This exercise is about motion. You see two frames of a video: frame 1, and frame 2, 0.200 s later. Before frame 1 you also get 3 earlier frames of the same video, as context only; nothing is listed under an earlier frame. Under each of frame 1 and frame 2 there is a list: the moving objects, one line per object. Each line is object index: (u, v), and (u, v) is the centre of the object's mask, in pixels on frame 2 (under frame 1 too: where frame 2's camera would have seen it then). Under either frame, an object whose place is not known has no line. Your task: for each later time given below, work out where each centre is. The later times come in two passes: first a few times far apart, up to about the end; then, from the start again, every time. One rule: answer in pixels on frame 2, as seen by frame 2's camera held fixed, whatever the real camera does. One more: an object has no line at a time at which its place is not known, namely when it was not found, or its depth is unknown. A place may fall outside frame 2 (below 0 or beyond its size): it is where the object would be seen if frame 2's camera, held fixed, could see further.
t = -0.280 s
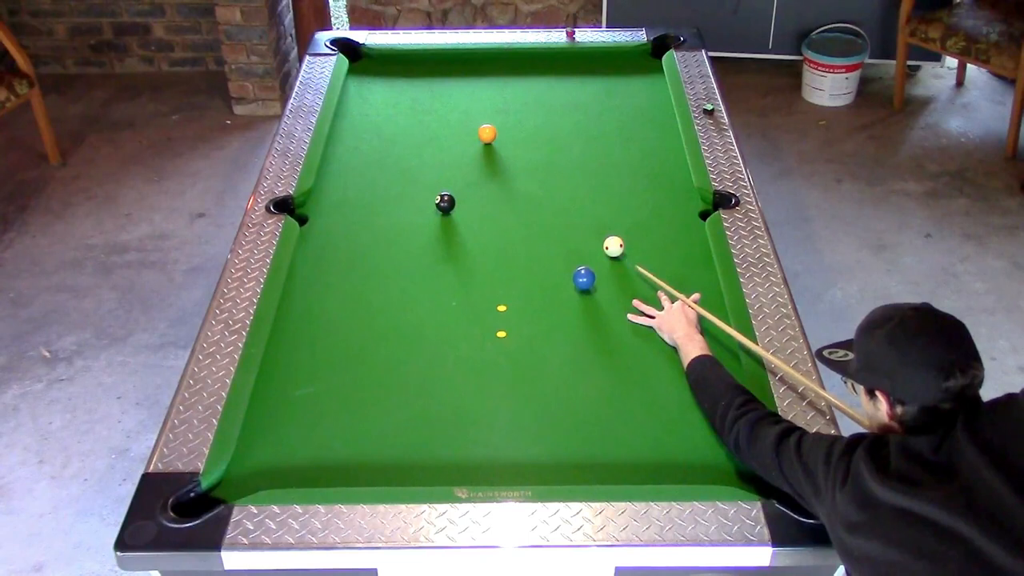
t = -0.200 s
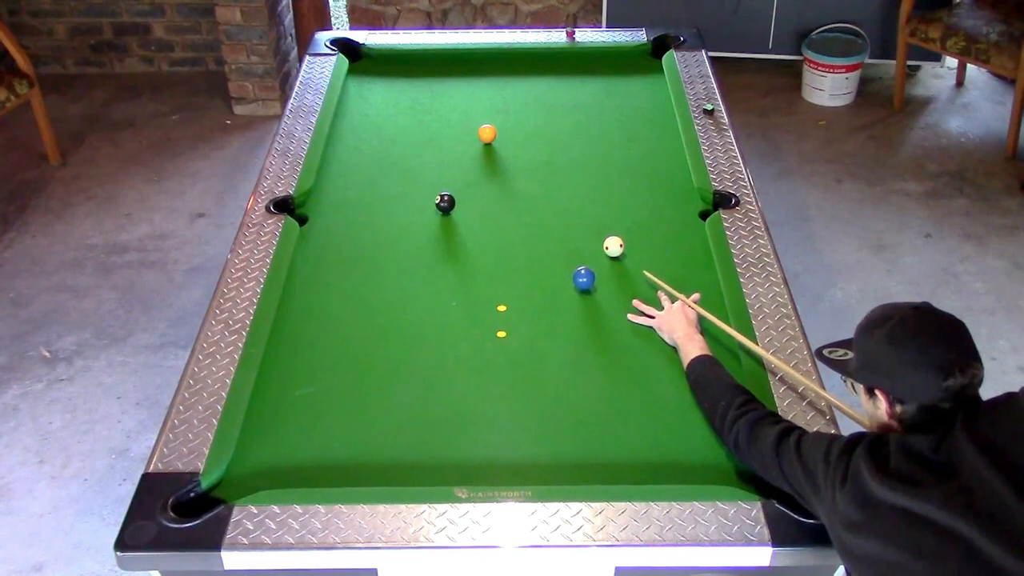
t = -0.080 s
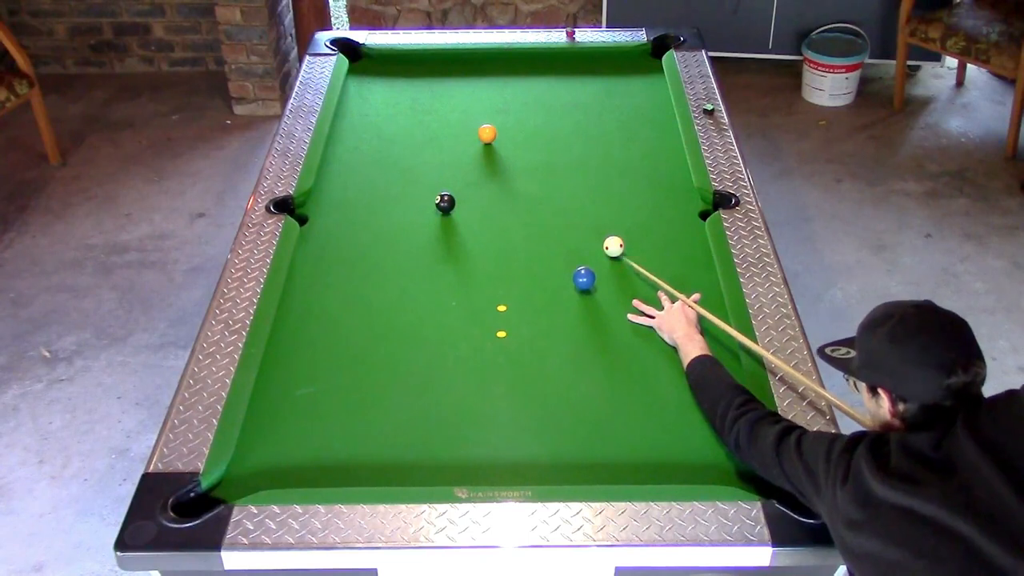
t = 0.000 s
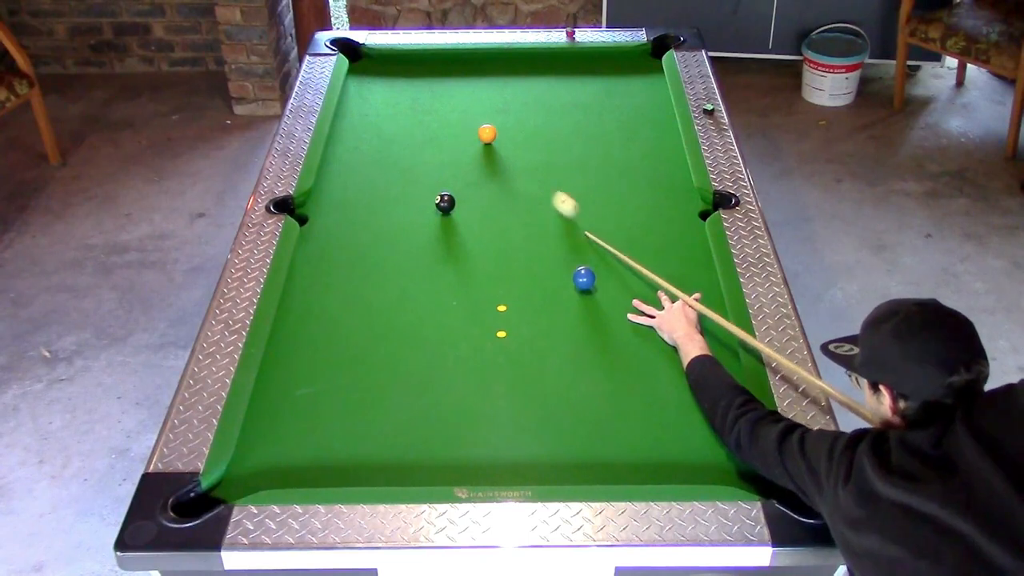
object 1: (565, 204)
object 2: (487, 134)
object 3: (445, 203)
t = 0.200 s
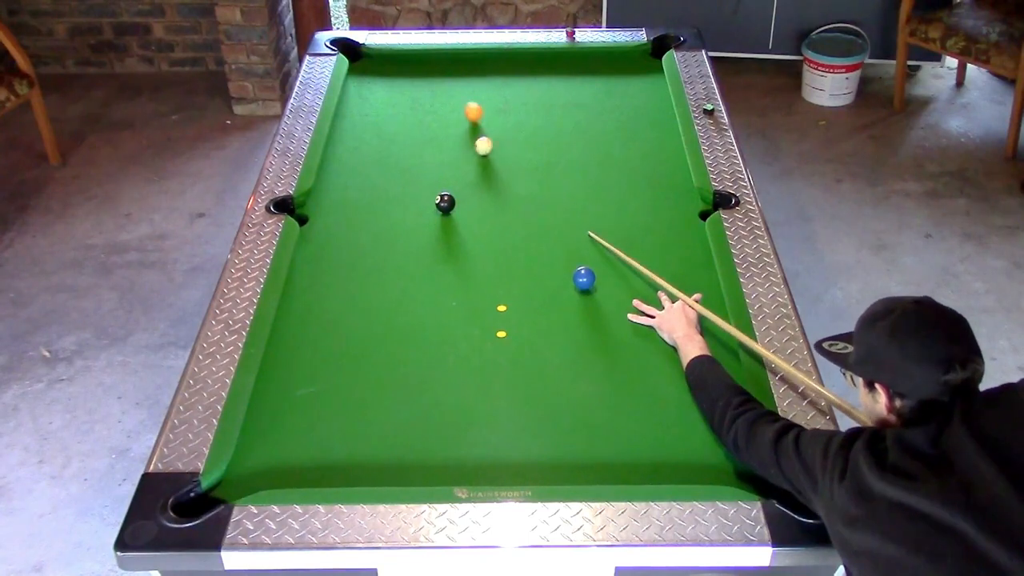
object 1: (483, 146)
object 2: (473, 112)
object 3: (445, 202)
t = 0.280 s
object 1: (478, 152)
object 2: (459, 89)
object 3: (445, 202)
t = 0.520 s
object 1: (467, 173)
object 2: (424, 68)
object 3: (445, 202)
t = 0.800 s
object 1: (458, 195)
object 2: (381, 109)
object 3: (442, 205)
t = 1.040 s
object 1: (464, 201)
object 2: (340, 146)
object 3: (430, 215)
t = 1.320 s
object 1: (469, 206)
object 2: (339, 187)
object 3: (418, 225)
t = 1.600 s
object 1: (473, 209)
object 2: (348, 230)
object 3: (407, 233)
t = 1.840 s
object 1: (476, 210)
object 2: (356, 270)
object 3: (399, 240)
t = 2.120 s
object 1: (476, 211)
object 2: (367, 319)
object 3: (393, 245)
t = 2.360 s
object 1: (476, 211)
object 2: (377, 363)
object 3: (389, 248)
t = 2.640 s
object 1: (476, 211)
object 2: (390, 419)
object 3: (387, 250)
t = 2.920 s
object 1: (476, 211)
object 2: (403, 475)
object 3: (387, 250)
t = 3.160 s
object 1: (476, 211)
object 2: (422, 451)
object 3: (388, 250)
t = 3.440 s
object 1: (476, 210)
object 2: (441, 417)
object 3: (387, 250)
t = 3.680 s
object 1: (476, 210)
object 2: (456, 391)
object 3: (388, 250)
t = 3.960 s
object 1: (476, 211)
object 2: (471, 366)
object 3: (387, 250)
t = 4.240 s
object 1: (476, 211)
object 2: (483, 345)
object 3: (388, 250)
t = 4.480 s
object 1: (476, 210)
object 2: (493, 329)
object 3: (388, 250)
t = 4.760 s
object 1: (476, 210)
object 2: (502, 313)
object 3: (388, 250)
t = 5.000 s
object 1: (476, 210)
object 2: (508, 302)
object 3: (387, 250)
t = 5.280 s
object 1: (476, 210)
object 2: (514, 292)
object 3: (388, 250)
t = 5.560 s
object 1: (476, 210)
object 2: (518, 283)
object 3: (388, 250)
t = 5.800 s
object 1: (476, 210)
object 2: (521, 278)
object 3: (388, 249)
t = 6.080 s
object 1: (476, 210)
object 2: (522, 274)
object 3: (388, 250)
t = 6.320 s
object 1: (476, 210)
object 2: (521, 273)
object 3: (388, 250)
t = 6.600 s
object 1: (476, 210)
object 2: (521, 273)
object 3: (388, 249)
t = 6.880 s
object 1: (476, 210)
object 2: (521, 273)
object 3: (388, 250)
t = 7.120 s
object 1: (476, 210)
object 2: (521, 274)
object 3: (388, 249)
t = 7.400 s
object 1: (476, 210)
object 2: (521, 274)
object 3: (388, 249)
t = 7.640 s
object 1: (476, 210)
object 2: (521, 273)
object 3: (388, 249)
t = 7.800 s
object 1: (476, 210)
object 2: (521, 273)
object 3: (388, 250)
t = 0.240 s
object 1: (480, 149)
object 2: (466, 100)
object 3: (445, 202)
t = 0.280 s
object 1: (478, 152)
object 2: (459, 89)
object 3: (445, 202)
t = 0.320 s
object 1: (476, 156)
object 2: (452, 79)
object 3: (445, 202)
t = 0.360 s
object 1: (474, 159)
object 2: (446, 71)
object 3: (445, 202)
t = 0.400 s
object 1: (472, 163)
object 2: (441, 62)
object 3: (445, 202)
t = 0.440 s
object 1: (471, 166)
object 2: (436, 55)
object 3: (445, 203)
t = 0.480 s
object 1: (469, 170)
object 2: (430, 61)
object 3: (445, 202)
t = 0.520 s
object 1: (467, 173)
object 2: (424, 68)
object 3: (445, 202)
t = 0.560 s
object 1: (465, 177)
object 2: (418, 73)
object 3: (445, 202)
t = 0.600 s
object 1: (463, 181)
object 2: (412, 79)
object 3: (445, 202)
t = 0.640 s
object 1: (462, 184)
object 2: (406, 85)
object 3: (445, 202)
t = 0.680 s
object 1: (460, 187)
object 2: (400, 91)
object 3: (445, 202)
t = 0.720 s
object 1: (459, 191)
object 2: (394, 97)
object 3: (445, 202)
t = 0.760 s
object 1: (458, 194)
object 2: (387, 103)
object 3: (444, 203)
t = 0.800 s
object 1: (458, 195)
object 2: (381, 109)
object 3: (442, 205)
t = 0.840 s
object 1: (459, 196)
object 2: (374, 115)
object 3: (440, 207)
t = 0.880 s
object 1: (460, 197)
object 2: (367, 121)
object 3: (438, 208)
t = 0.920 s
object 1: (462, 198)
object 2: (360, 127)
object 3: (436, 210)
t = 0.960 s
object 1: (462, 199)
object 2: (354, 133)
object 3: (434, 212)
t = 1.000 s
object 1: (463, 200)
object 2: (347, 140)
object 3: (432, 214)
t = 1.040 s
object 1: (464, 201)
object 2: (340, 146)
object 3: (430, 215)
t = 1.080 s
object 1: (465, 202)
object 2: (333, 153)
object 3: (428, 217)
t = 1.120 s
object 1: (466, 202)
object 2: (333, 159)
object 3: (426, 218)
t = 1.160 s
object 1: (467, 203)
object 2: (334, 164)
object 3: (425, 220)
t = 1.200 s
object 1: (467, 204)
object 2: (335, 170)
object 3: (423, 221)
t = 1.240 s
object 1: (468, 204)
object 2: (336, 176)
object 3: (421, 222)
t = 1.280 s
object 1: (469, 205)
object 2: (338, 182)
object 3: (420, 224)
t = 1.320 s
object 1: (469, 206)
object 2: (339, 187)
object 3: (418, 225)
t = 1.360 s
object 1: (470, 206)
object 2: (340, 193)
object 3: (416, 227)
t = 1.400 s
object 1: (471, 207)
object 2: (341, 200)
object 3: (415, 228)
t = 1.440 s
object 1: (471, 207)
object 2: (343, 205)
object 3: (413, 229)
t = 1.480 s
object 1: (472, 208)
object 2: (344, 211)
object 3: (411, 230)
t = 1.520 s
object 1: (472, 208)
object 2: (345, 218)
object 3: (410, 231)
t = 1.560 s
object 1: (473, 208)
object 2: (347, 224)
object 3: (409, 232)
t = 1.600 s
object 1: (473, 209)
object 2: (348, 230)
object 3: (407, 233)
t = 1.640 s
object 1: (474, 209)
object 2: (349, 237)
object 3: (406, 235)
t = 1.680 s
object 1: (474, 209)
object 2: (350, 243)
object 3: (404, 235)
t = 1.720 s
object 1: (475, 210)
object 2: (352, 249)
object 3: (403, 236)
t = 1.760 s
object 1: (475, 210)
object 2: (353, 256)
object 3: (402, 238)
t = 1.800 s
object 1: (475, 210)
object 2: (355, 263)
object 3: (401, 239)
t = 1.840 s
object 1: (476, 210)
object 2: (356, 270)
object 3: (399, 240)
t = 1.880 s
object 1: (476, 210)
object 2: (358, 276)
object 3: (398, 241)
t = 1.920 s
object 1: (476, 211)
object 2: (359, 283)
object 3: (397, 241)
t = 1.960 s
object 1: (476, 211)
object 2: (360, 290)
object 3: (396, 242)
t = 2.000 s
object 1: (476, 211)
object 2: (362, 297)
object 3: (395, 243)
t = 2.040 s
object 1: (476, 211)
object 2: (364, 304)
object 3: (394, 244)
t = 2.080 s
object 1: (476, 211)
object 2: (365, 311)
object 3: (394, 244)
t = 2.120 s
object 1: (476, 211)
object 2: (367, 319)
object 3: (393, 245)
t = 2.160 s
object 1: (476, 211)
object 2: (369, 326)
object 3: (392, 246)
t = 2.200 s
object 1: (476, 211)
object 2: (370, 333)
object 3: (392, 246)
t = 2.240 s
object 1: (476, 211)
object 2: (372, 341)
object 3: (391, 247)
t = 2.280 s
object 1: (476, 211)
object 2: (374, 348)
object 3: (390, 247)
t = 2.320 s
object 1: (476, 211)
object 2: (375, 356)
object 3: (390, 248)
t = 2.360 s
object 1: (476, 211)
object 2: (377, 363)
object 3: (389, 248)
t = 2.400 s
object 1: (476, 211)
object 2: (379, 371)
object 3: (389, 248)
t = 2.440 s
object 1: (476, 211)
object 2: (381, 379)
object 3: (388, 249)
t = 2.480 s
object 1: (476, 210)
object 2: (382, 387)
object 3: (388, 249)
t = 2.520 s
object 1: (476, 211)
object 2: (384, 395)
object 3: (388, 249)
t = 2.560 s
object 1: (476, 211)
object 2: (386, 403)
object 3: (387, 250)
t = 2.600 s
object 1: (476, 211)
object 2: (388, 411)
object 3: (387, 250)
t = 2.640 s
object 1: (476, 211)
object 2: (390, 419)
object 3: (387, 250)
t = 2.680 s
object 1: (476, 210)
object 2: (392, 428)
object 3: (387, 250)
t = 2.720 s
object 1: (476, 211)
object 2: (394, 436)
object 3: (387, 250)
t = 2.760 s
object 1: (476, 211)
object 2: (396, 444)
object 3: (387, 250)
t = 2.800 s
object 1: (476, 210)
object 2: (397, 453)
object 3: (387, 250)
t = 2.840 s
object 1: (476, 210)
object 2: (399, 461)
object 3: (387, 250)
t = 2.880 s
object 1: (476, 210)
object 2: (401, 469)
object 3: (387, 250)
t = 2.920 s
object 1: (476, 211)
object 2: (403, 475)
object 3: (387, 250)
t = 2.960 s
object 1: (476, 210)
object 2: (406, 475)
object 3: (387, 250)
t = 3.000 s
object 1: (476, 210)
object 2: (409, 471)
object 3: (387, 250)
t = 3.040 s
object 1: (476, 210)
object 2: (413, 466)
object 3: (387, 250)
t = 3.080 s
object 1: (476, 210)
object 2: (416, 462)
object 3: (387, 250)
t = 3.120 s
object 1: (476, 210)
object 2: (419, 456)
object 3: (387, 250)
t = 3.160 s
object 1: (476, 211)
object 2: (422, 451)
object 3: (388, 250)
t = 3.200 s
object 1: (476, 211)
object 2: (425, 446)
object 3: (388, 250)
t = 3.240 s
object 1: (476, 210)
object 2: (428, 440)
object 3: (388, 250)
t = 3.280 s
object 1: (476, 211)
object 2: (431, 435)
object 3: (388, 250)
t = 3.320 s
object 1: (476, 211)
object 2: (433, 431)
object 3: (388, 250)
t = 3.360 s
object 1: (476, 211)
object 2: (436, 426)
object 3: (388, 250)
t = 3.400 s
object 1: (476, 211)
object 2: (439, 421)
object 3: (388, 250)
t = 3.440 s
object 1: (476, 210)
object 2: (441, 417)
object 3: (387, 250)
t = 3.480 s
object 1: (476, 211)
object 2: (444, 412)
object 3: (388, 250)
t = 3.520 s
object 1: (476, 211)
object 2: (446, 408)
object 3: (388, 250)
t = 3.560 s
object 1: (476, 210)
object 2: (449, 404)
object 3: (388, 250)
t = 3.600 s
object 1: (476, 210)
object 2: (451, 399)
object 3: (387, 250)
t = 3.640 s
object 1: (476, 210)
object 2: (454, 395)
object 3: (387, 250)
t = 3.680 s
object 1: (476, 210)
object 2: (456, 391)
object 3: (388, 250)
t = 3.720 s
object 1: (476, 210)
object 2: (458, 387)
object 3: (388, 250)
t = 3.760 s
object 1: (476, 211)
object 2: (460, 384)
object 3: (387, 250)
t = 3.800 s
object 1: (476, 211)
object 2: (463, 380)
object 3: (388, 250)
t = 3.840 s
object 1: (476, 211)
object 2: (465, 377)
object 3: (387, 250)
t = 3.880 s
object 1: (476, 211)
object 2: (467, 373)
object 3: (388, 250)
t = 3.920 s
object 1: (476, 211)
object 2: (469, 370)
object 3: (387, 250)
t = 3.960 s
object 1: (476, 211)
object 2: (471, 366)
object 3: (387, 250)
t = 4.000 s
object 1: (476, 211)
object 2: (473, 363)
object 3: (388, 250)
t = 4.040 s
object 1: (476, 210)
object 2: (475, 360)
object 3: (387, 250)
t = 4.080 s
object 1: (476, 210)
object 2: (476, 356)
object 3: (387, 250)
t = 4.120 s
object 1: (476, 210)
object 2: (478, 353)
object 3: (388, 250)
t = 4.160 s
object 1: (476, 210)
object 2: (480, 350)
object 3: (388, 250)
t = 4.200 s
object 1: (476, 211)
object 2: (482, 348)
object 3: (388, 250)
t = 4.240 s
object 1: (476, 211)
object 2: (483, 345)
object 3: (388, 250)
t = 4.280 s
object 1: (476, 211)
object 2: (485, 342)
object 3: (388, 250)
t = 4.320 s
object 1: (476, 210)
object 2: (486, 339)
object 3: (388, 250)
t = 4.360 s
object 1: (476, 210)
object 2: (488, 336)
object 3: (387, 250)
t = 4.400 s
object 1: (476, 210)
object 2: (489, 334)
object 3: (388, 250)
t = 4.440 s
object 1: (476, 211)
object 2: (491, 331)
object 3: (388, 250)
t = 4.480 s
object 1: (476, 210)
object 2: (493, 329)
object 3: (388, 250)
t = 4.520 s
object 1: (476, 210)
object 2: (494, 326)
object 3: (388, 250)
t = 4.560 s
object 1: (476, 211)
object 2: (496, 324)
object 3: (388, 250)
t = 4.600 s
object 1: (476, 211)
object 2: (497, 322)
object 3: (388, 250)
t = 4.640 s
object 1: (476, 210)
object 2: (499, 320)
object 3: (388, 250)
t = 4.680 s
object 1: (476, 211)
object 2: (499, 318)
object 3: (388, 250)
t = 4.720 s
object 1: (476, 211)
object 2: (501, 315)
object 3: (388, 250)
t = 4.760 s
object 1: (476, 210)
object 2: (502, 313)
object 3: (388, 250)
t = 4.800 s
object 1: (476, 210)
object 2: (503, 311)
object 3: (388, 250)
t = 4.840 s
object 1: (476, 210)
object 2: (504, 309)
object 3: (387, 250)
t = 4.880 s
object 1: (476, 210)
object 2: (506, 307)
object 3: (388, 250)
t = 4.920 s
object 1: (476, 210)
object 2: (506, 305)
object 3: (388, 250)
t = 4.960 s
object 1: (476, 210)
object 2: (507, 304)
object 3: (388, 250)
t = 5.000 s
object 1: (476, 210)
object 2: (508, 302)
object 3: (387, 250)
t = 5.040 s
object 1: (476, 211)
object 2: (509, 300)
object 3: (387, 250)
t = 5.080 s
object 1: (476, 211)
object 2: (510, 299)
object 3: (387, 250)
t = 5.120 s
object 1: (476, 211)
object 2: (511, 297)
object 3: (387, 250)
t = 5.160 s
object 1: (476, 211)
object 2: (512, 296)
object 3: (387, 250)
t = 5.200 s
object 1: (476, 210)
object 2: (513, 294)
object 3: (388, 250)
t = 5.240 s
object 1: (476, 210)
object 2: (514, 293)
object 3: (388, 250)
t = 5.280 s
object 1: (476, 210)
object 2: (514, 292)
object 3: (388, 250)
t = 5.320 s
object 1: (476, 210)
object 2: (515, 290)
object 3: (388, 250)
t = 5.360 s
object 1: (476, 210)
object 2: (516, 289)
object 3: (388, 250)
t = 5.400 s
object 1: (476, 210)
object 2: (516, 288)
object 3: (387, 250)
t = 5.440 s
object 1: (476, 210)
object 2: (517, 287)
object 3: (388, 250)
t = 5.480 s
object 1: (476, 210)
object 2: (517, 286)
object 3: (388, 250)
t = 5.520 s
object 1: (476, 210)
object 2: (518, 284)
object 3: (388, 250)
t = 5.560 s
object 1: (476, 210)
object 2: (518, 283)
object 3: (388, 250)
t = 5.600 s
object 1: (476, 210)
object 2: (519, 282)
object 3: (388, 249)
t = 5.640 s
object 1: (476, 210)
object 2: (519, 281)
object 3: (387, 250)
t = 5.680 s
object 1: (476, 210)
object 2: (520, 281)
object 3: (388, 249)
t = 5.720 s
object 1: (476, 210)
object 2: (520, 280)
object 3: (388, 249)
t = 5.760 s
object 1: (476, 210)
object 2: (520, 279)
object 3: (388, 249)
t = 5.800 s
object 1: (476, 210)
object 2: (521, 278)
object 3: (388, 249)
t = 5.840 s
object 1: (476, 210)
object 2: (521, 277)
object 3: (388, 249)
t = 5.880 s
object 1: (476, 210)
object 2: (522, 277)
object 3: (387, 250)
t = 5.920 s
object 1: (476, 210)
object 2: (522, 276)
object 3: (388, 249)
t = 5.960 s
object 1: (476, 210)
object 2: (522, 275)
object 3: (388, 249)
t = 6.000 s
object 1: (476, 210)
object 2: (522, 275)
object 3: (388, 249)
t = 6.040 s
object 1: (476, 210)
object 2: (522, 274)
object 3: (388, 249)
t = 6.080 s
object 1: (476, 210)
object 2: (522, 274)
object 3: (388, 250)
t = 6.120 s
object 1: (476, 210)
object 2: (522, 274)
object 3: (388, 250)
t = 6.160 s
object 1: (476, 210)
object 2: (521, 273)
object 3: (388, 249)
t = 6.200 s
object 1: (476, 210)
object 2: (521, 273)
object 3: (388, 250)
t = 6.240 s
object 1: (476, 210)
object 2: (521, 273)
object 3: (388, 250)
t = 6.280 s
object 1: (476, 210)
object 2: (521, 273)
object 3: (388, 250)
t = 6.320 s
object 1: (476, 210)
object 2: (521, 273)
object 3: (388, 250)
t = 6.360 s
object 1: (476, 210)
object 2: (521, 273)
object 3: (388, 250)
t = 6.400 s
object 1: (476, 210)
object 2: (521, 273)
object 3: (388, 249)
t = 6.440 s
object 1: (476, 210)
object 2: (521, 273)
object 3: (388, 249)
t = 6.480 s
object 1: (476, 210)
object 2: (521, 273)
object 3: (388, 249)
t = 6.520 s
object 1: (476, 210)
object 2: (521, 273)
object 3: (388, 249)
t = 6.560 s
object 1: (476, 210)
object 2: (521, 273)
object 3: (388, 249)
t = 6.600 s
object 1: (476, 210)
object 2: (521, 273)
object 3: (388, 249)
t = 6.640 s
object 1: (476, 210)
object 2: (521, 273)
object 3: (388, 249)
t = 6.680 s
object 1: (476, 210)
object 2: (521, 273)
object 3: (388, 249)
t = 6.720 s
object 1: (476, 210)
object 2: (521, 273)
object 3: (388, 249)
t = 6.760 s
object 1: (476, 210)
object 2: (521, 273)
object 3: (388, 250)
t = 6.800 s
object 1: (476, 210)
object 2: (521, 273)
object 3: (388, 249)
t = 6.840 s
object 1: (476, 210)
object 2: (521, 273)
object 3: (388, 249)
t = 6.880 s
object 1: (476, 210)
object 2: (521, 273)
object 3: (388, 250)
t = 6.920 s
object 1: (476, 210)
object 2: (521, 273)
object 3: (388, 249)
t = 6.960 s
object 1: (476, 210)
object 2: (521, 274)
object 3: (388, 249)
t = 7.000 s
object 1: (476, 210)
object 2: (521, 273)
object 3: (388, 249)
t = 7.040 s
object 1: (476, 210)
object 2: (521, 274)
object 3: (388, 249)
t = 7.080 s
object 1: (476, 210)
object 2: (521, 274)
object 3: (388, 249)
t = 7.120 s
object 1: (476, 210)
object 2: (521, 274)
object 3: (388, 249)
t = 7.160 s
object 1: (476, 210)
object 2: (521, 274)
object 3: (388, 249)
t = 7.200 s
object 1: (476, 210)
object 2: (521, 273)
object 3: (388, 249)
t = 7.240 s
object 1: (476, 210)
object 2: (521, 273)
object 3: (388, 249)
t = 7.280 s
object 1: (476, 210)
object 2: (521, 273)
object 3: (388, 249)
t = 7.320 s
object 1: (476, 210)
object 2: (521, 273)
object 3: (387, 249)
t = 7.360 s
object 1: (476, 210)
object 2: (521, 273)
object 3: (388, 249)
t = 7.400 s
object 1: (476, 210)
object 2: (521, 274)
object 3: (388, 249)
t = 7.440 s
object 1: (476, 210)
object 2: (521, 274)
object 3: (388, 249)
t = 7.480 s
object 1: (476, 210)
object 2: (521, 274)
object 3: (388, 249)
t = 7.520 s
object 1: (476, 210)
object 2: (521, 274)
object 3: (388, 249)
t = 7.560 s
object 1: (476, 210)
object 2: (521, 274)
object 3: (388, 250)
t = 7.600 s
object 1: (476, 210)
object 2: (521, 274)
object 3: (388, 249)
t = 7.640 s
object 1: (476, 210)
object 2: (521, 273)
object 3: (388, 249)
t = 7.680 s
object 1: (476, 210)
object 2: (521, 273)
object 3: (388, 249)
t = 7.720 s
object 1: (476, 210)
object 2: (521, 273)
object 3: (388, 249)
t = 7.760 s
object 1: (476, 210)
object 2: (521, 273)
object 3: (388, 250)
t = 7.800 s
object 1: (476, 210)
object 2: (521, 273)
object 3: (388, 250)
